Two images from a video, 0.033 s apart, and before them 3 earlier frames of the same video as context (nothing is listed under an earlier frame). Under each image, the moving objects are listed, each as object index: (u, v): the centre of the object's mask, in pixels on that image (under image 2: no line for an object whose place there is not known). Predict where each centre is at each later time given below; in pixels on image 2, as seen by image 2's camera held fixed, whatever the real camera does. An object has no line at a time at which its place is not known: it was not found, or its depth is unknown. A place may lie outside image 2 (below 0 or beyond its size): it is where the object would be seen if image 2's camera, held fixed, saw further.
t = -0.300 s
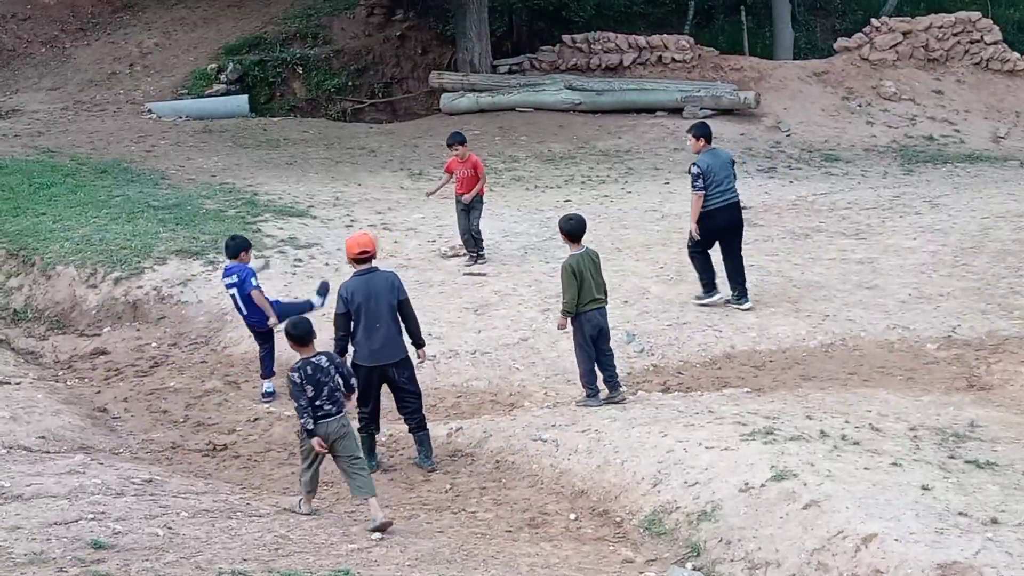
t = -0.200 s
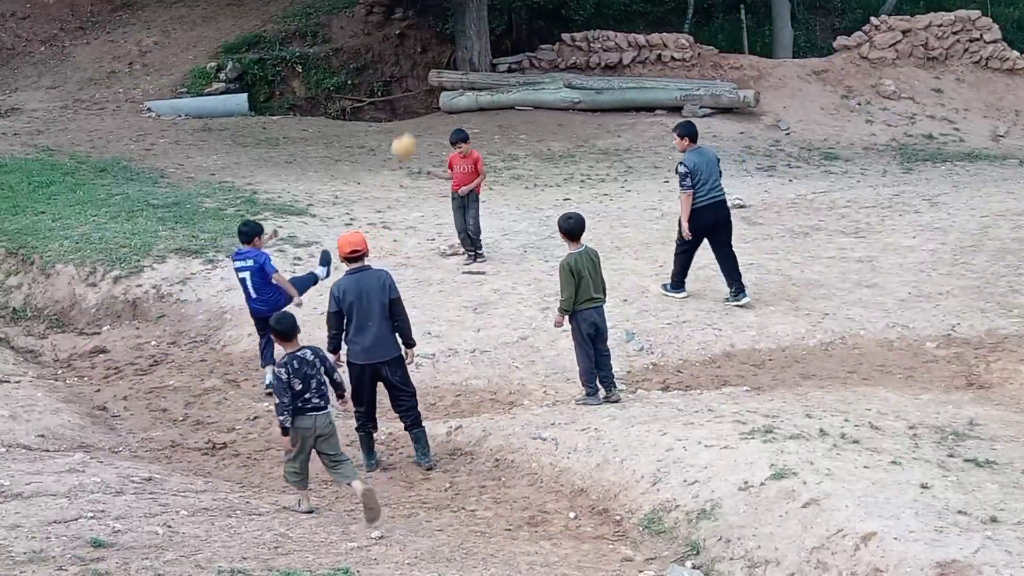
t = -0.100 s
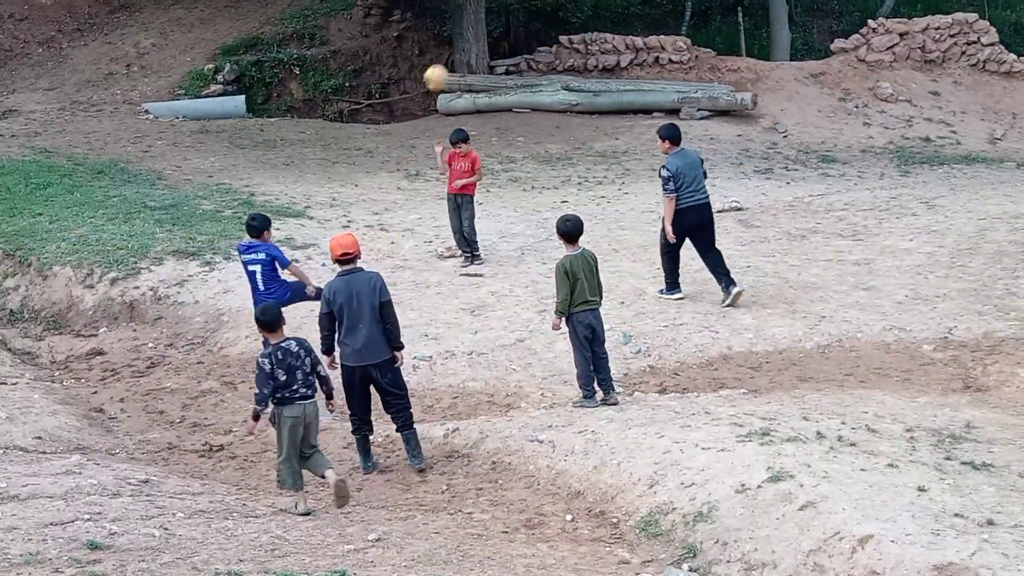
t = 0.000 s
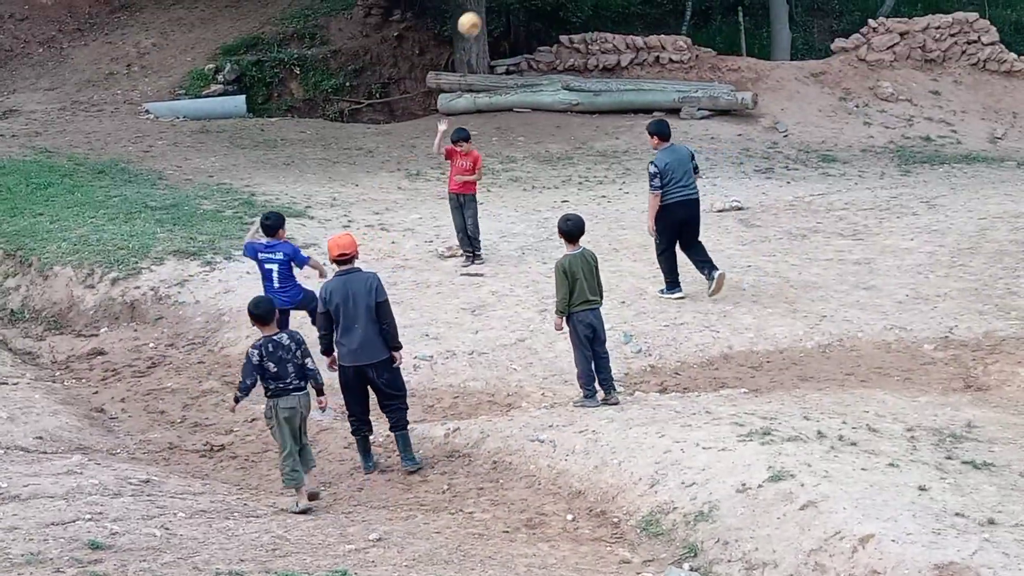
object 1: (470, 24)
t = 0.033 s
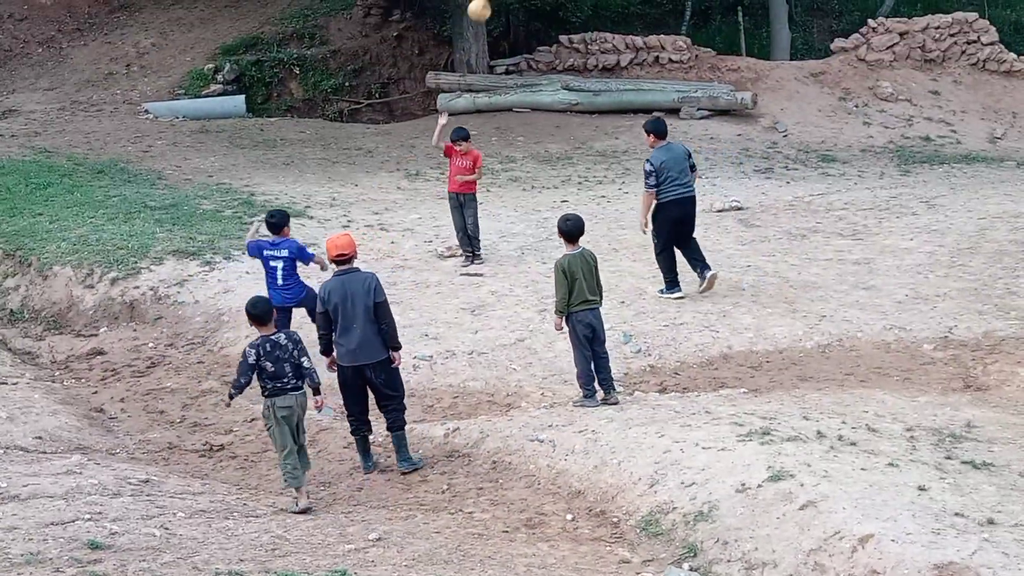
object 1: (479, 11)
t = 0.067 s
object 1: (488, 4)
